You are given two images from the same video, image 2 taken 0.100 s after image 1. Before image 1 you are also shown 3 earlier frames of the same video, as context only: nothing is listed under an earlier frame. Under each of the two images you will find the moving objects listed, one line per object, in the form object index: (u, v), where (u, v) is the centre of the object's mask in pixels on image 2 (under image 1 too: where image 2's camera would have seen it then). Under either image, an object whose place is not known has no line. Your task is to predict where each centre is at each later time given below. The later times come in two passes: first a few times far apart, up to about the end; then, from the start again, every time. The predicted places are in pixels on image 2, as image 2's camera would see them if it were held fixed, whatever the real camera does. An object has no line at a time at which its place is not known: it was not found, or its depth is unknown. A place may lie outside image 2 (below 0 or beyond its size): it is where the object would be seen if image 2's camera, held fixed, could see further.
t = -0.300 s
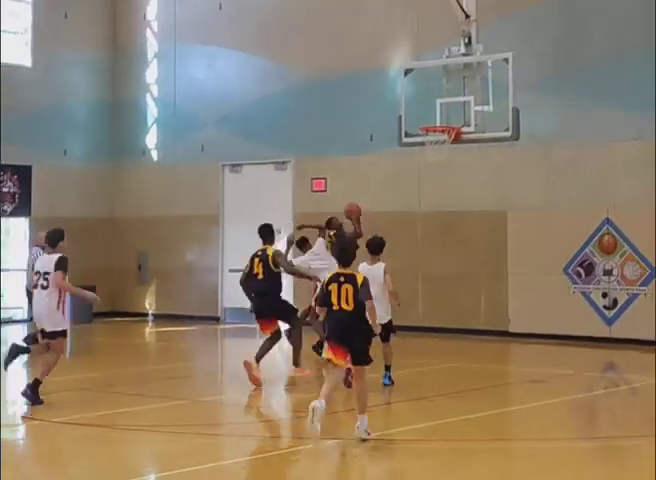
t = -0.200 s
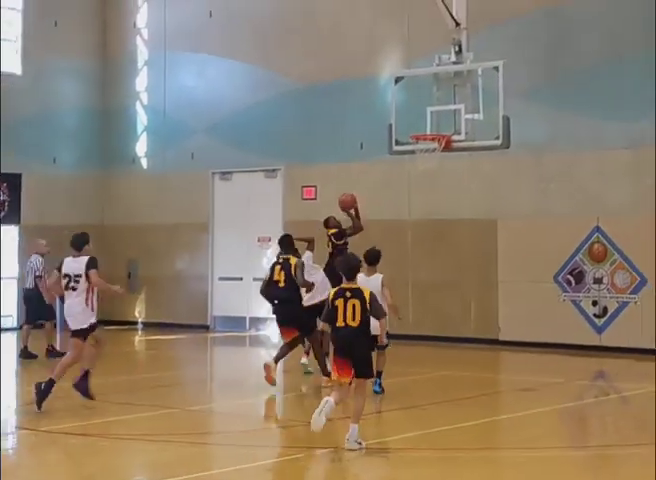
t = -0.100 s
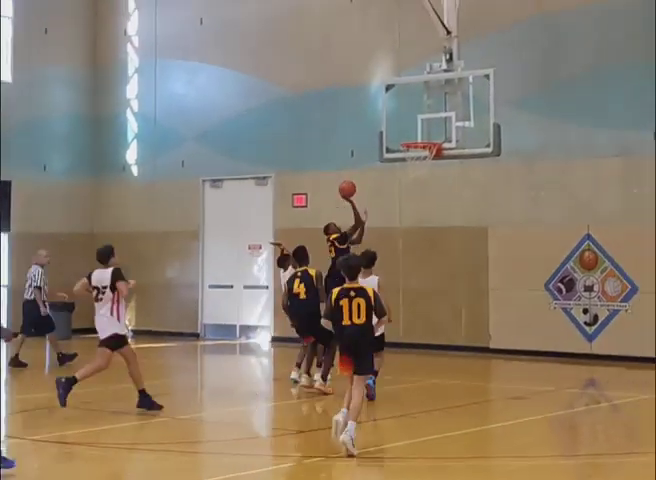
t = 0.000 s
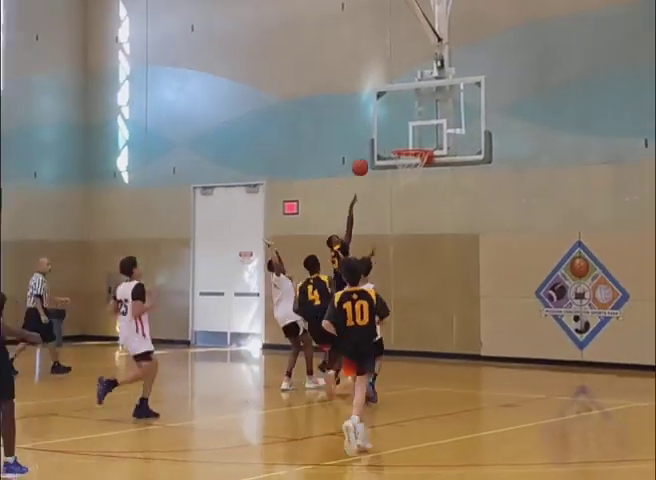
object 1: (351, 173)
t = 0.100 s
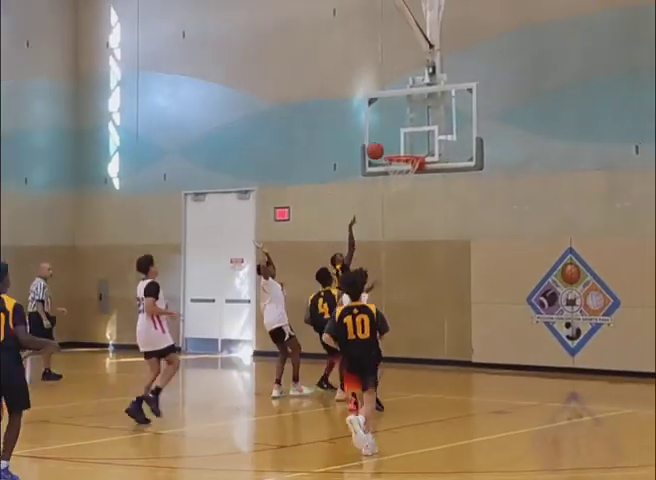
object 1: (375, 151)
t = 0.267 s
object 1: (390, 140)
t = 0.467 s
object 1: (400, 152)
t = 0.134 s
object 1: (383, 145)
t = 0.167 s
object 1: (385, 142)
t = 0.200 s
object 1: (386, 141)
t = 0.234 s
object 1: (388, 140)
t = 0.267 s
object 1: (390, 140)
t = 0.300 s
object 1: (391, 141)
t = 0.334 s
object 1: (393, 144)
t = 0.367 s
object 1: (395, 146)
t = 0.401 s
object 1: (396, 149)
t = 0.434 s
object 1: (398, 151)
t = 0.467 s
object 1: (400, 152)
